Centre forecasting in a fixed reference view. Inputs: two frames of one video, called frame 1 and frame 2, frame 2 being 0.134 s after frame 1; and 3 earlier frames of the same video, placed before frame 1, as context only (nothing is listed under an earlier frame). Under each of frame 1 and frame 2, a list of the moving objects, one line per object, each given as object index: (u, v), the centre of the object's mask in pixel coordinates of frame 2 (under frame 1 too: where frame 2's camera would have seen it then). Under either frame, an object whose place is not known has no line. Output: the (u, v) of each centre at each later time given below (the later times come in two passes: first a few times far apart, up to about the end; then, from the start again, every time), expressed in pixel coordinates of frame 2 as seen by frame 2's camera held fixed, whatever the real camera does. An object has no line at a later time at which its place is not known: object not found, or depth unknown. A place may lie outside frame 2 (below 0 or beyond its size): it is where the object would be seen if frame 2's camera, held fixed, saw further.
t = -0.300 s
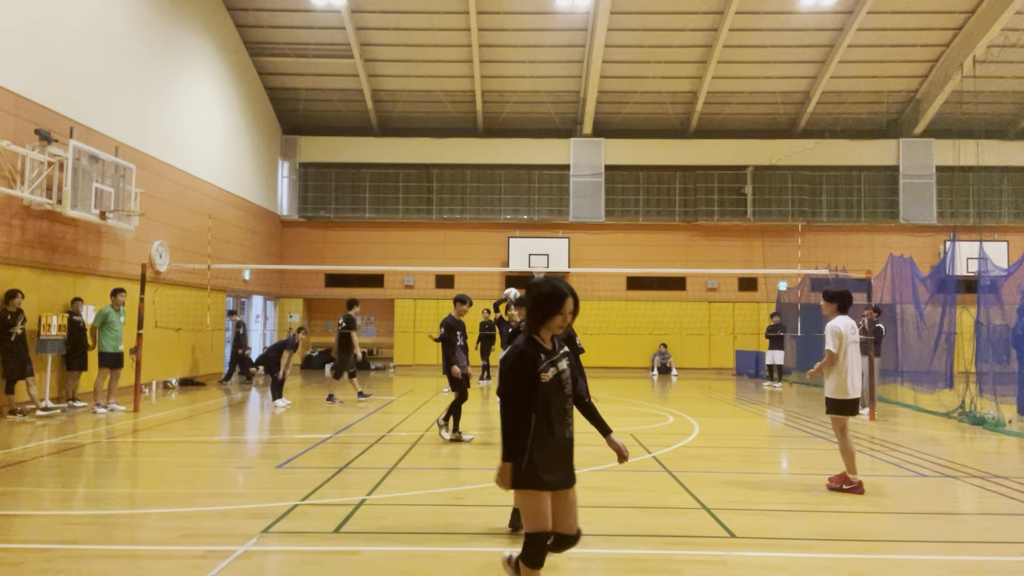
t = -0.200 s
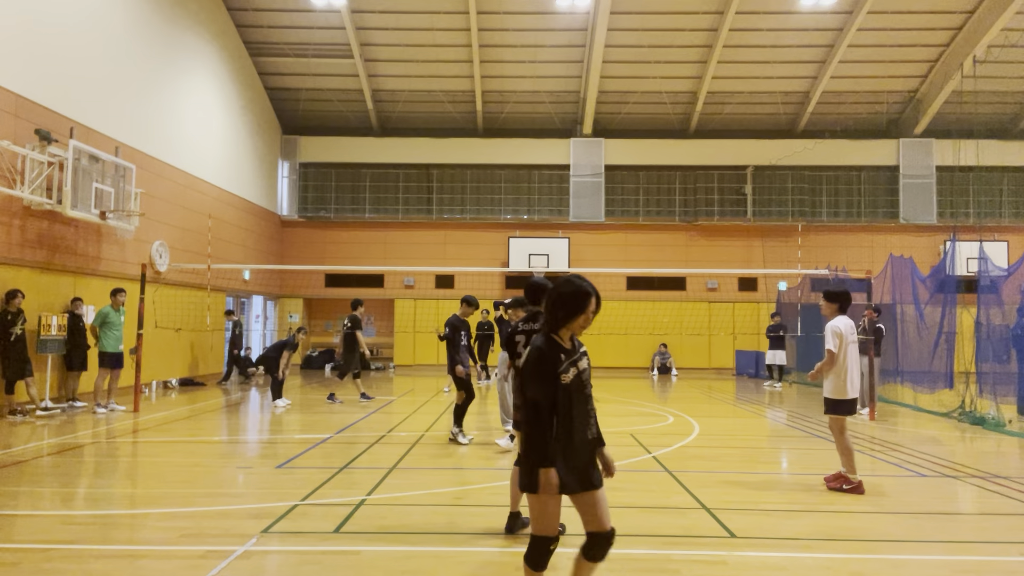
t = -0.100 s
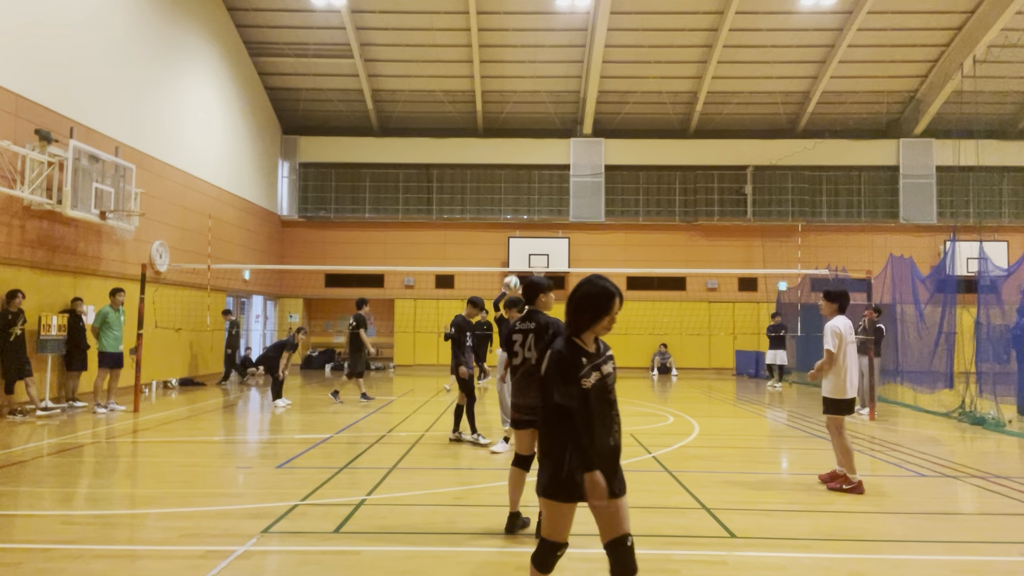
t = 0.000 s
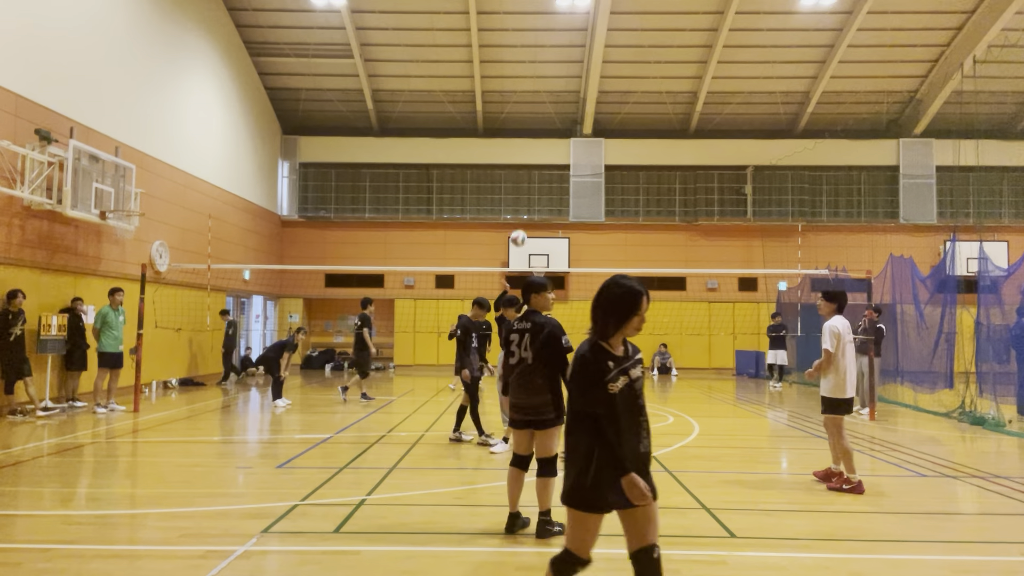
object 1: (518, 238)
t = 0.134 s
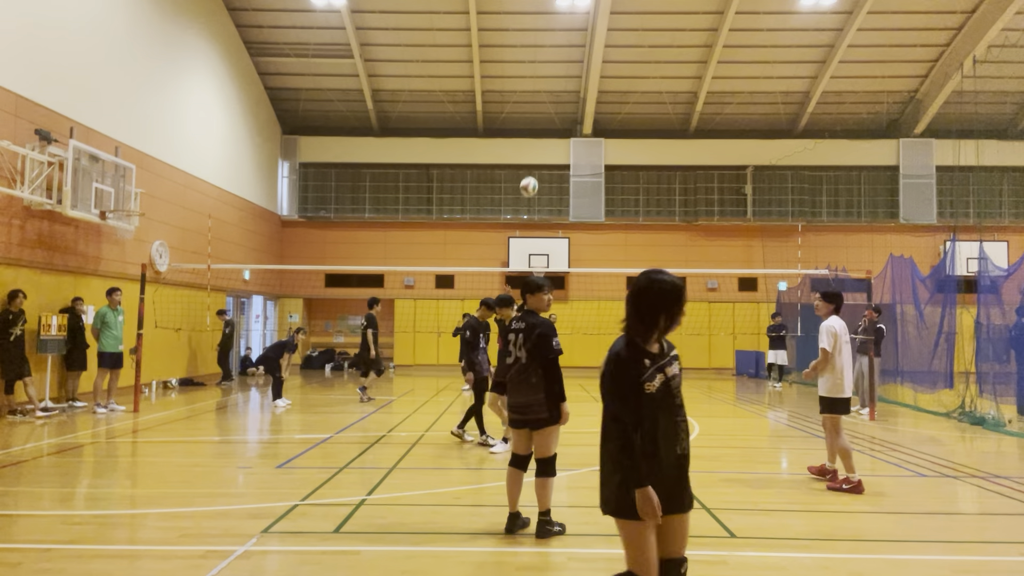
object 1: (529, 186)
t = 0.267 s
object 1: (541, 143)
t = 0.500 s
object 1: (567, 99)
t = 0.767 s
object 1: (609, 111)
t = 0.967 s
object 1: (651, 192)
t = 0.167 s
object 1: (531, 175)
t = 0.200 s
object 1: (534, 165)
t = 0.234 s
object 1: (537, 153)
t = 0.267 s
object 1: (541, 143)
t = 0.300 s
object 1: (544, 135)
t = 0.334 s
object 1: (547, 128)
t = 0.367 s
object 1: (551, 120)
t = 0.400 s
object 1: (555, 114)
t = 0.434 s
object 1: (559, 107)
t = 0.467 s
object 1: (563, 103)
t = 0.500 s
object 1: (567, 99)
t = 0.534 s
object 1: (572, 96)
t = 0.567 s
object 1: (576, 94)
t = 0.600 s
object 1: (581, 93)
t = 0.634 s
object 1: (586, 94)
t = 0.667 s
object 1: (592, 95)
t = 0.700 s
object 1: (597, 99)
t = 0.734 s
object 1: (603, 104)
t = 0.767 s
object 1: (609, 111)
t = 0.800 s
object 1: (615, 119)
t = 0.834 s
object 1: (622, 128)
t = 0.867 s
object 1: (628, 141)
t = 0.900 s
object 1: (635, 155)
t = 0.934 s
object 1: (643, 172)
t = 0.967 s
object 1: (651, 192)
